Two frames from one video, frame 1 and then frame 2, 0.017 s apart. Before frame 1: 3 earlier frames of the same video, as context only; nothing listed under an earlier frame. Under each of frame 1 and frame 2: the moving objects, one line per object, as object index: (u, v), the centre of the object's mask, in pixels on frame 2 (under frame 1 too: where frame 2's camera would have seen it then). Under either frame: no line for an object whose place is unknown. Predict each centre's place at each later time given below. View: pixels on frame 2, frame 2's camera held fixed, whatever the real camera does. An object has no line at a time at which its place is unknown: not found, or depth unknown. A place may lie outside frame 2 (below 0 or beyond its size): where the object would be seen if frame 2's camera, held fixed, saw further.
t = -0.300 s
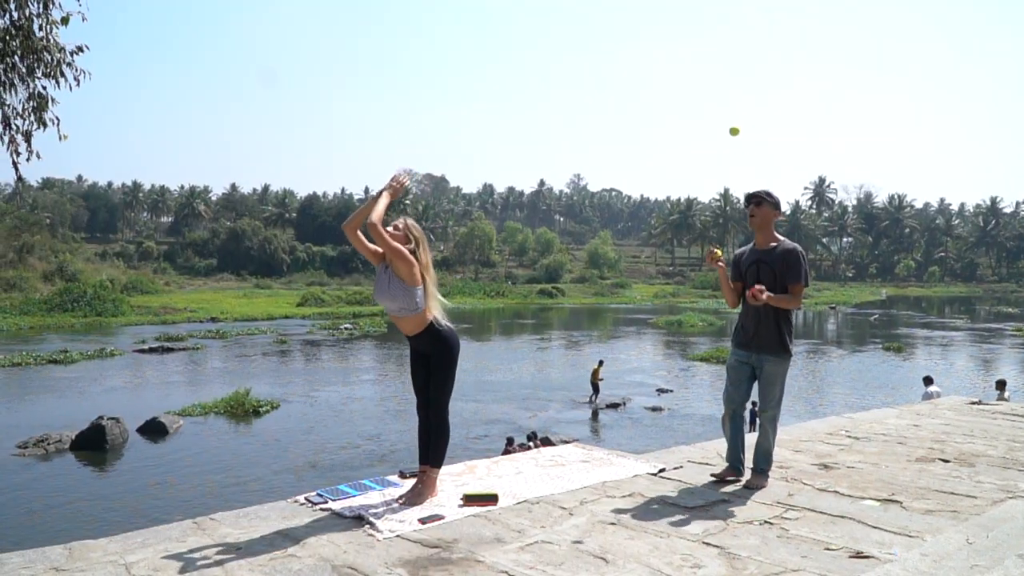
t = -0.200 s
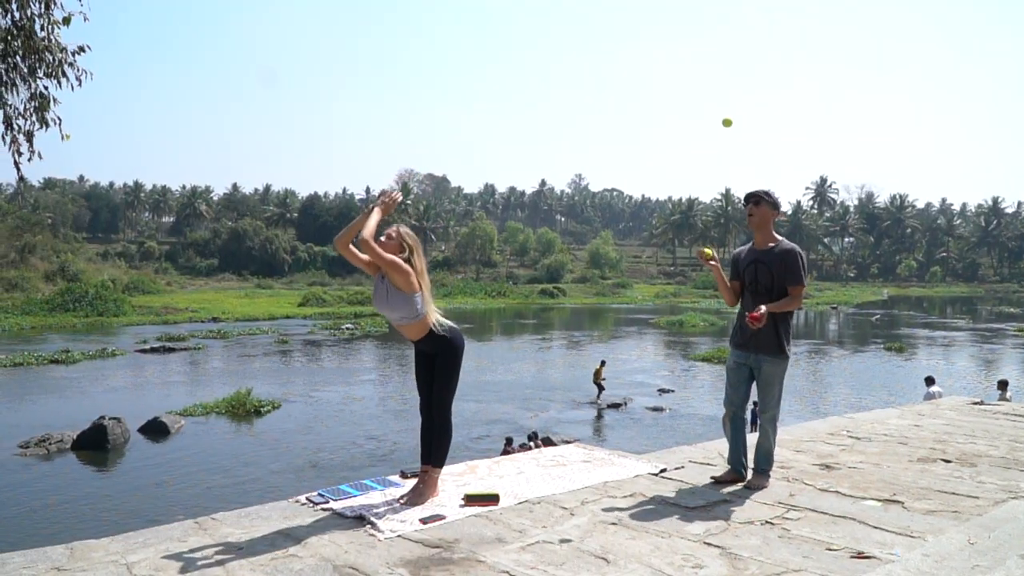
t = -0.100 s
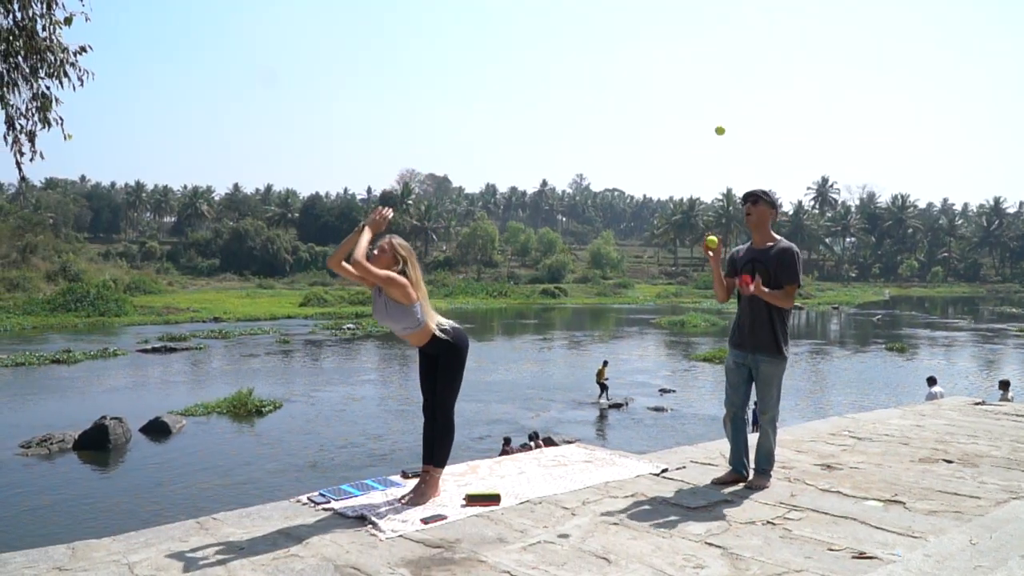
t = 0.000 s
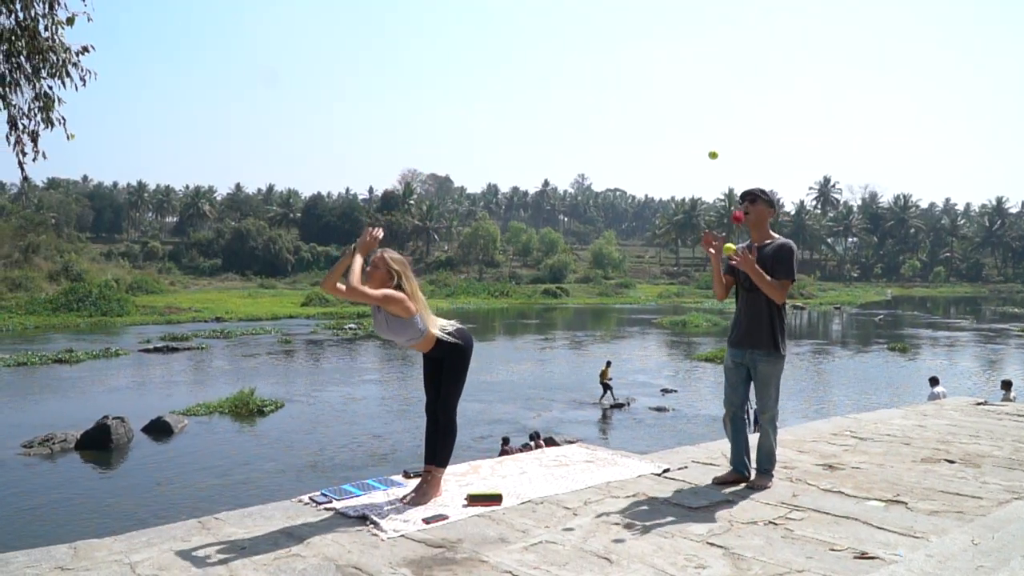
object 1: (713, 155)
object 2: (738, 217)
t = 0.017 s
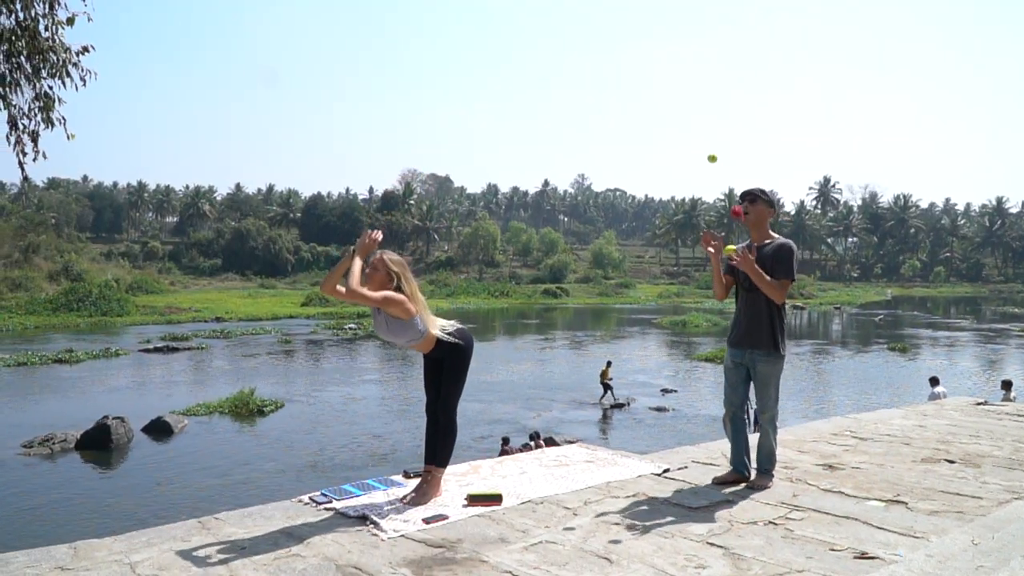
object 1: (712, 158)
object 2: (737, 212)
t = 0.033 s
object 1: (710, 166)
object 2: (734, 201)
